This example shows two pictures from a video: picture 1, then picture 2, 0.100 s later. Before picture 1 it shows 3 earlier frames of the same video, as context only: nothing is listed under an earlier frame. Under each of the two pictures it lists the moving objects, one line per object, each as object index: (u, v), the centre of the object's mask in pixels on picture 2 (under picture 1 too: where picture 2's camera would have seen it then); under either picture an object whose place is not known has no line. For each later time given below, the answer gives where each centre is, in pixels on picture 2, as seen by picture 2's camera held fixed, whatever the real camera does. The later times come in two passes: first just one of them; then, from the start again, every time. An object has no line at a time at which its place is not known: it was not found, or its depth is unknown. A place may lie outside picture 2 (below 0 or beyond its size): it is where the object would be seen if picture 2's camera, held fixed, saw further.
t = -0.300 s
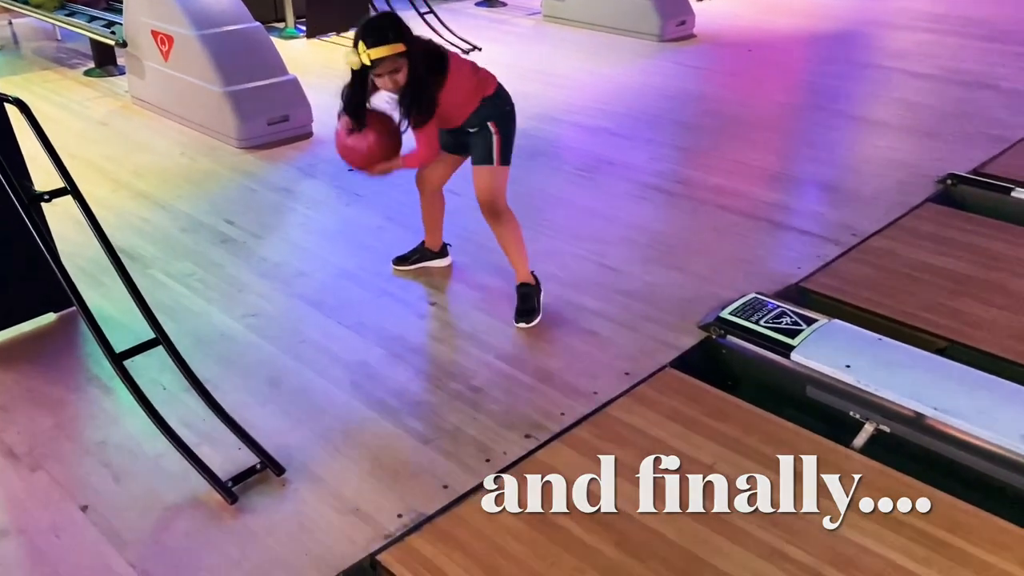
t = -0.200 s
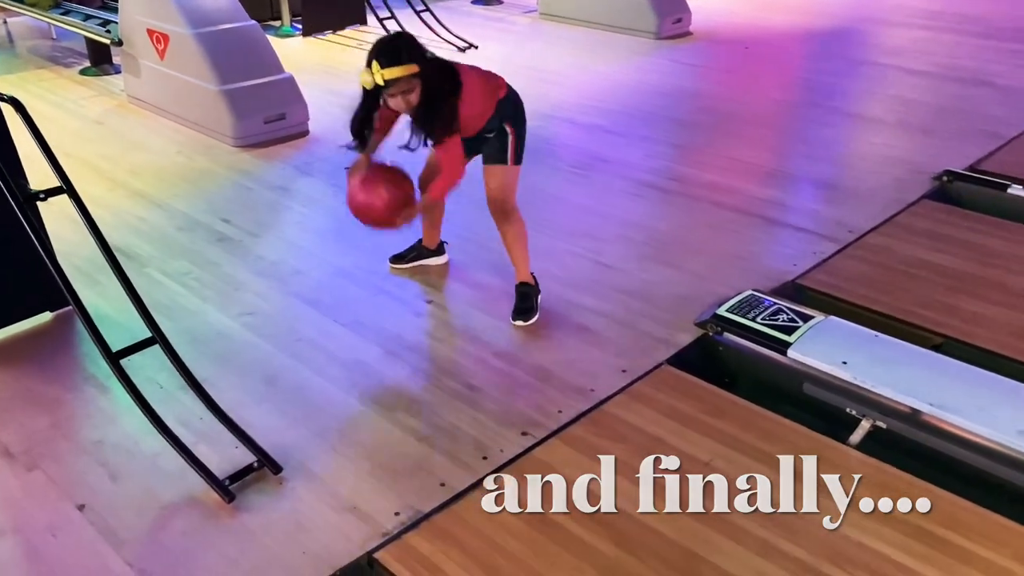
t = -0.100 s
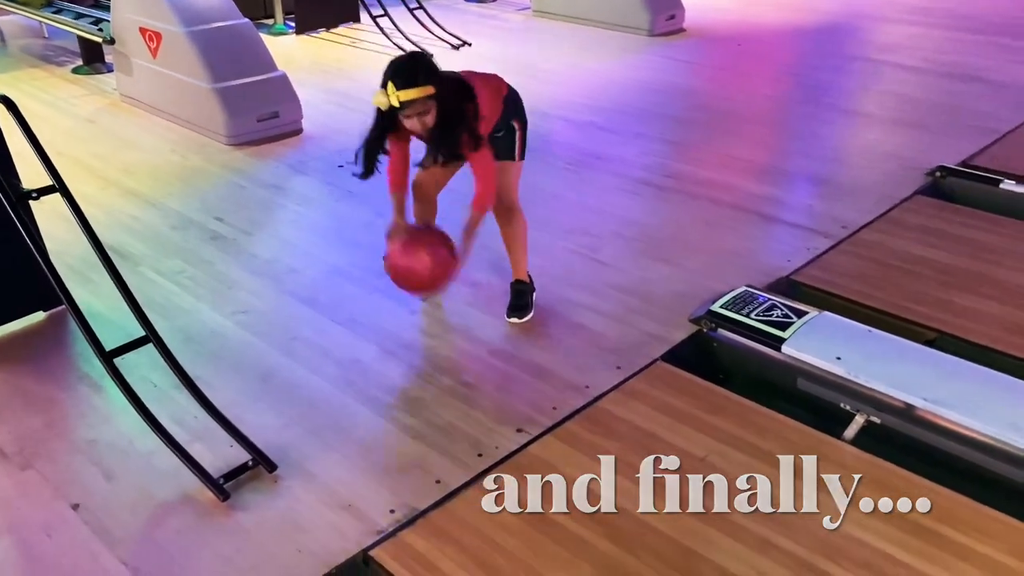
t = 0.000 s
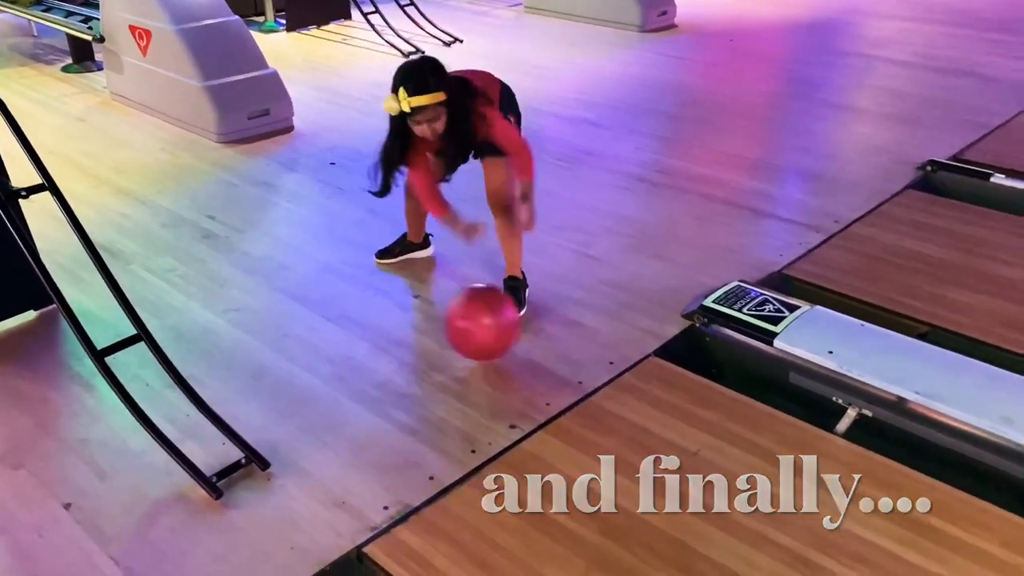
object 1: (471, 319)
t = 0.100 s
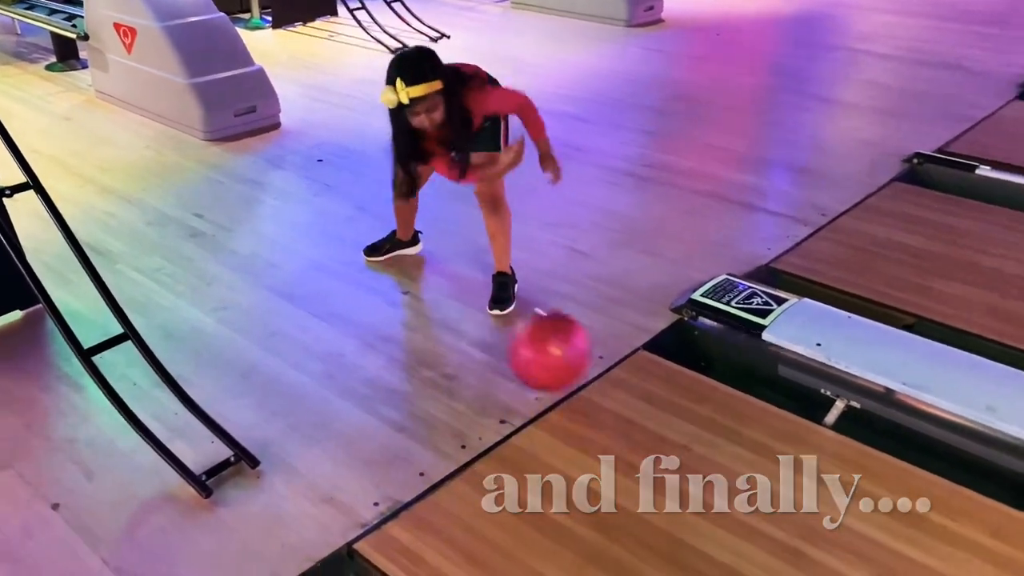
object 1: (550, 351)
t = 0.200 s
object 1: (636, 400)
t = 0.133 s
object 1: (579, 372)
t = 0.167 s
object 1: (607, 385)
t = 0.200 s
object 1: (636, 400)
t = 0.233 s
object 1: (670, 414)
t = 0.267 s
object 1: (704, 429)
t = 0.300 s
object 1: (739, 445)
